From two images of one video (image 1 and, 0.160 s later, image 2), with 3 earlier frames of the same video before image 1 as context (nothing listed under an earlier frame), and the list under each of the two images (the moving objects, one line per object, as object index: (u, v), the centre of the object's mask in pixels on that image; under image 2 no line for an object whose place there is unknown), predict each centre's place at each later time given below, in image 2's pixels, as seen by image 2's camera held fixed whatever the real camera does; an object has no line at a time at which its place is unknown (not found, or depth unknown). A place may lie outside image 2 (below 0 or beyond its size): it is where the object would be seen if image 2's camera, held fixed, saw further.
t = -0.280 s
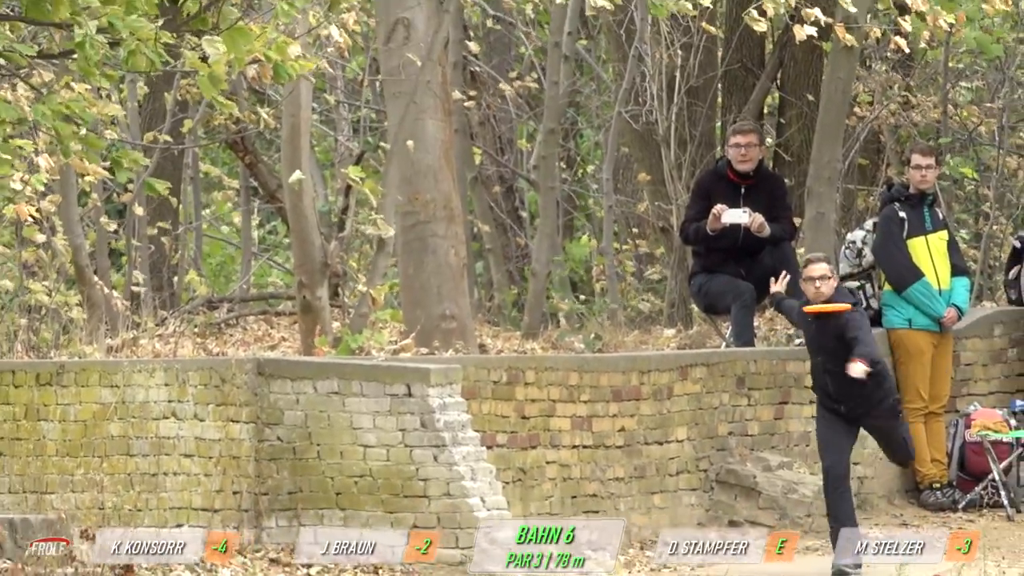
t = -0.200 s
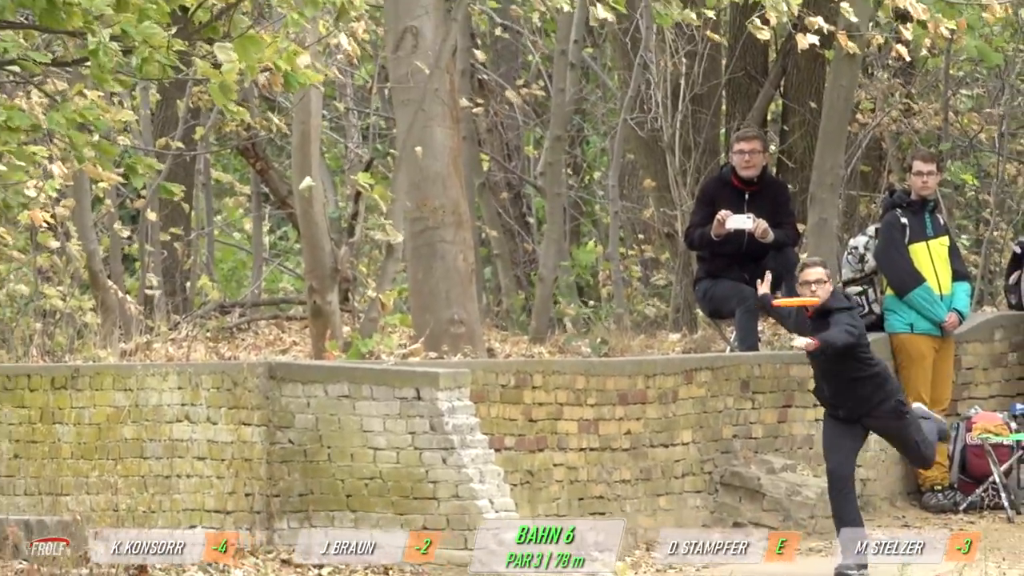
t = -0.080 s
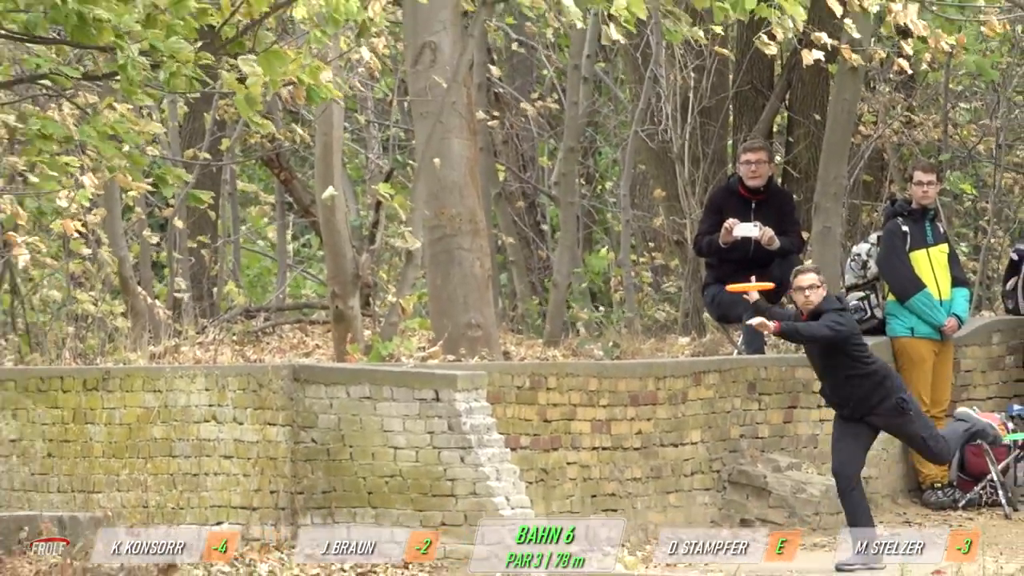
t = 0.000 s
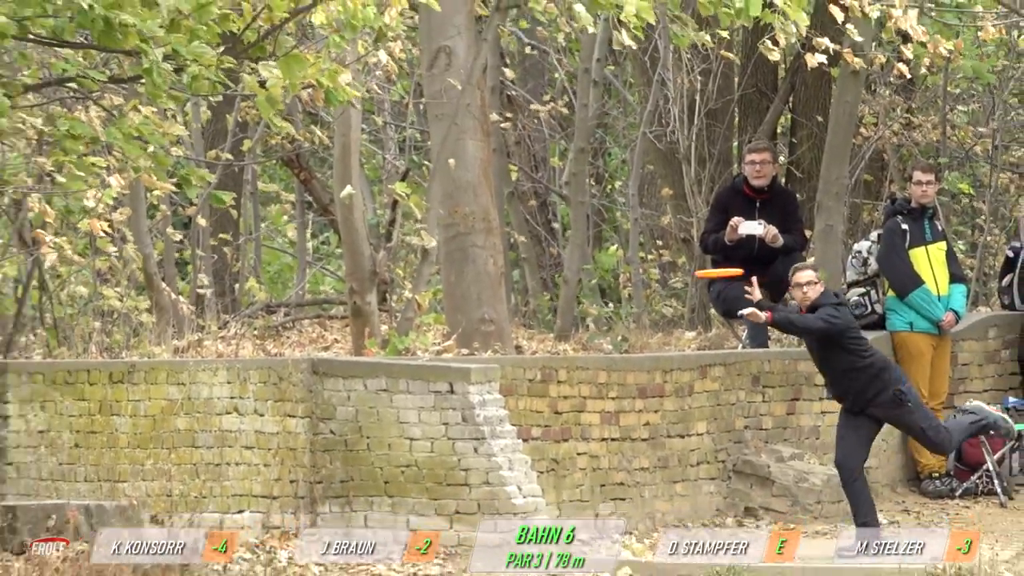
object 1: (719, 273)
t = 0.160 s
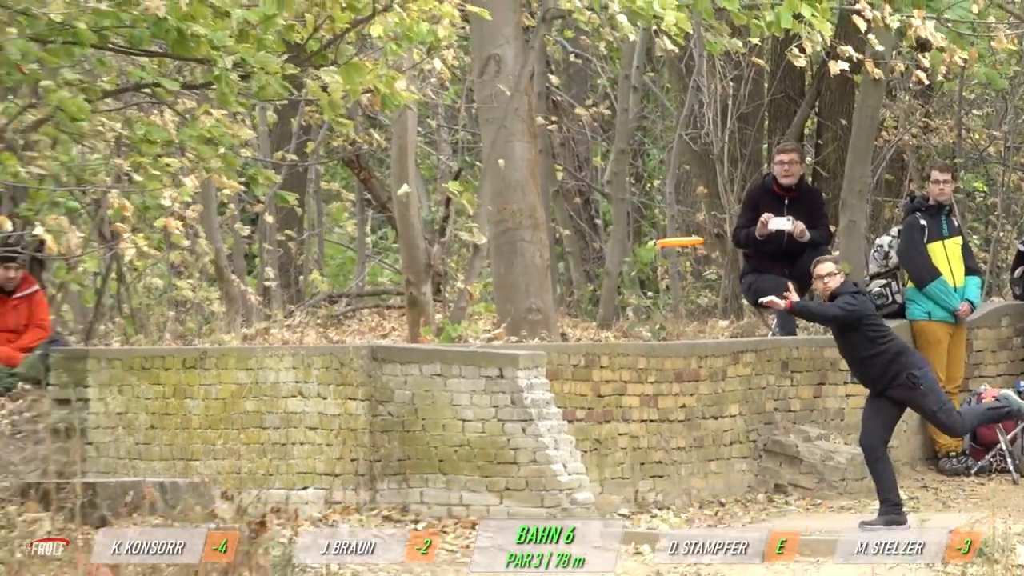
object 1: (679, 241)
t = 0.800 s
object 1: (339, 216)
